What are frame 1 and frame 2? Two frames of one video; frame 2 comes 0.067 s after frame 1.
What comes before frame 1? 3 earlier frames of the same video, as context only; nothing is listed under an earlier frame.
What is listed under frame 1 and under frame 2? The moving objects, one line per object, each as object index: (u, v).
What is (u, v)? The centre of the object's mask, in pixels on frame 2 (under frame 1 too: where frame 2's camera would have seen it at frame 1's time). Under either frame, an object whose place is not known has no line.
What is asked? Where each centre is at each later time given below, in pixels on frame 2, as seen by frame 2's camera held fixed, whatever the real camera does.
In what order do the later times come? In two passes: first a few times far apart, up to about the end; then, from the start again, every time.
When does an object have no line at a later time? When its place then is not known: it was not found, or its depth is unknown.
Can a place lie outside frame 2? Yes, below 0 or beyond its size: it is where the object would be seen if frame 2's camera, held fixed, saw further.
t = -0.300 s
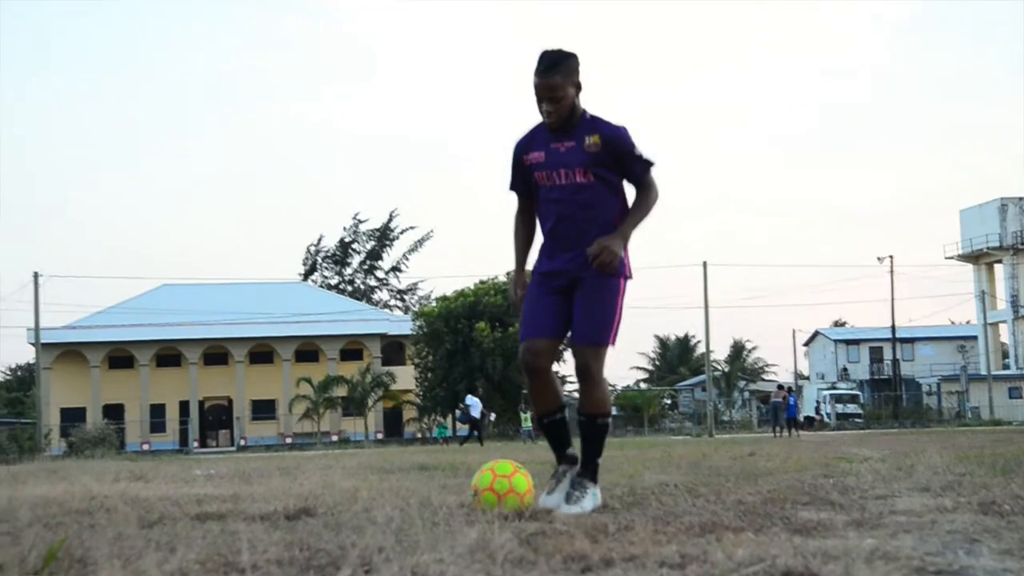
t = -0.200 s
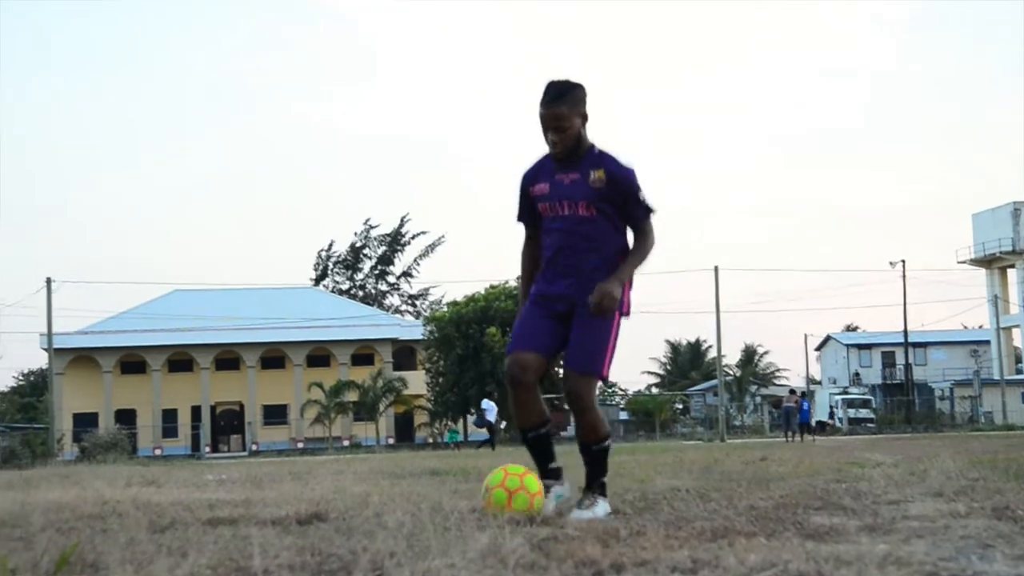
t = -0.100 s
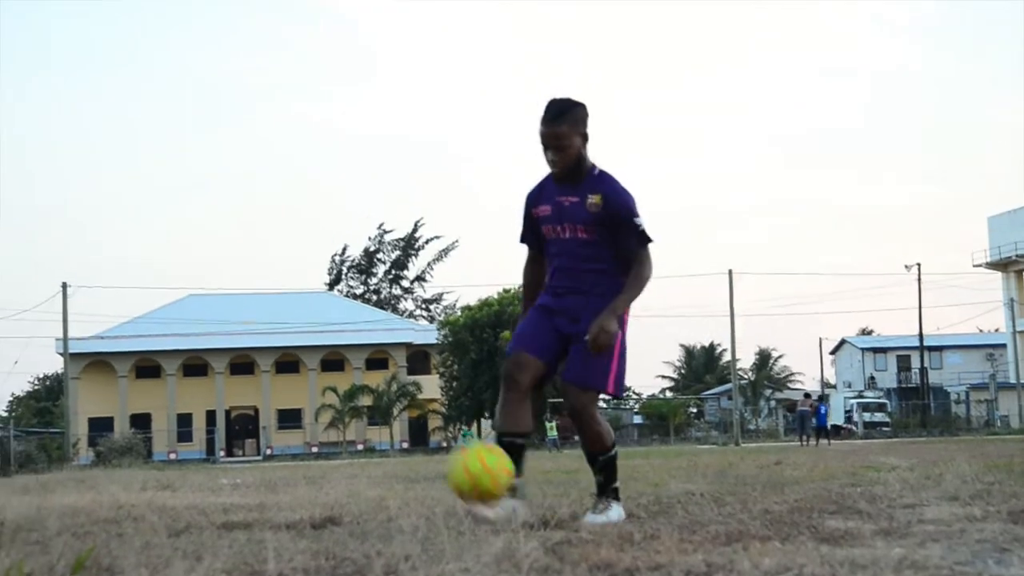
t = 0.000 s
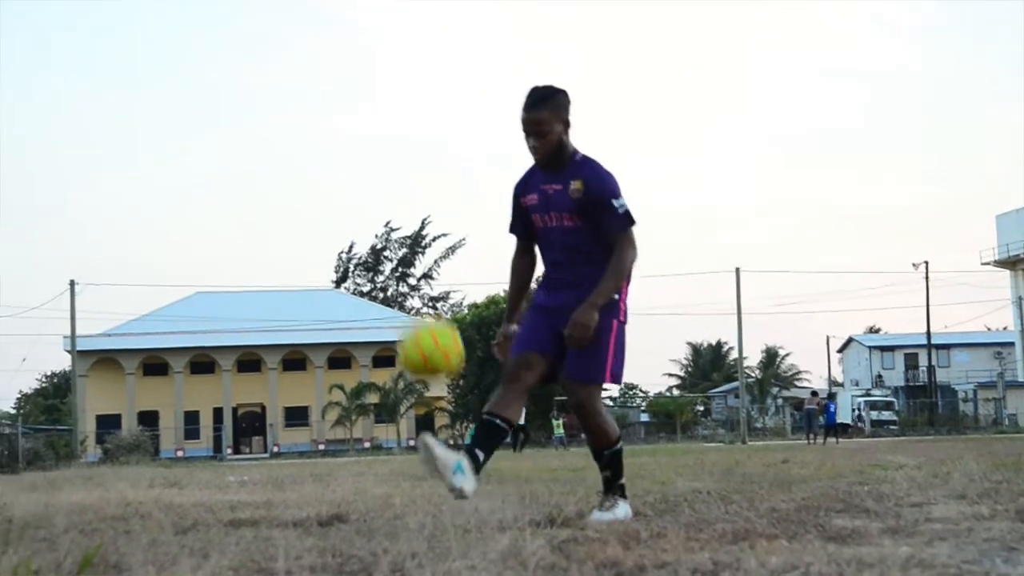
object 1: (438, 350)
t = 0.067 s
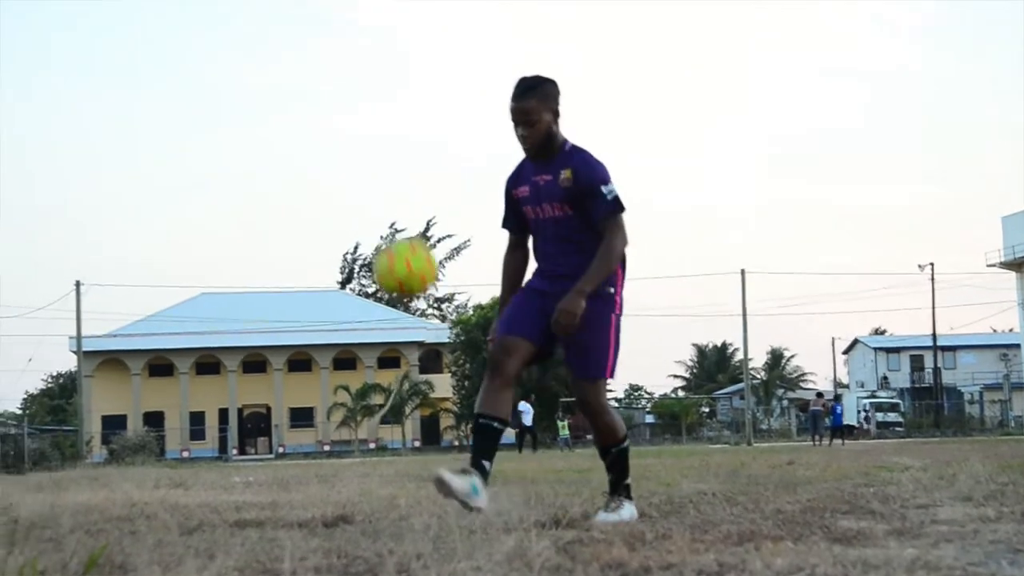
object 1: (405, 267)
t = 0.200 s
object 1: (347, 144)
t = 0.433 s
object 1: (249, 47)
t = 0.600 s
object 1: (182, 75)
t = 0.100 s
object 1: (392, 234)
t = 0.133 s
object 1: (376, 200)
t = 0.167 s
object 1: (361, 171)
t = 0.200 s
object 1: (347, 144)
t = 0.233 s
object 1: (333, 121)
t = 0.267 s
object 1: (318, 100)
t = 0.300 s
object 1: (304, 83)
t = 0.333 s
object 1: (290, 70)
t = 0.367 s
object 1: (276, 59)
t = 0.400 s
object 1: (262, 51)
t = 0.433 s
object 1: (249, 47)
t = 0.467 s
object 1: (235, 46)
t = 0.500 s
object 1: (221, 48)
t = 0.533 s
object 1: (208, 54)
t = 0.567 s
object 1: (195, 63)
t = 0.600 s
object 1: (182, 75)
